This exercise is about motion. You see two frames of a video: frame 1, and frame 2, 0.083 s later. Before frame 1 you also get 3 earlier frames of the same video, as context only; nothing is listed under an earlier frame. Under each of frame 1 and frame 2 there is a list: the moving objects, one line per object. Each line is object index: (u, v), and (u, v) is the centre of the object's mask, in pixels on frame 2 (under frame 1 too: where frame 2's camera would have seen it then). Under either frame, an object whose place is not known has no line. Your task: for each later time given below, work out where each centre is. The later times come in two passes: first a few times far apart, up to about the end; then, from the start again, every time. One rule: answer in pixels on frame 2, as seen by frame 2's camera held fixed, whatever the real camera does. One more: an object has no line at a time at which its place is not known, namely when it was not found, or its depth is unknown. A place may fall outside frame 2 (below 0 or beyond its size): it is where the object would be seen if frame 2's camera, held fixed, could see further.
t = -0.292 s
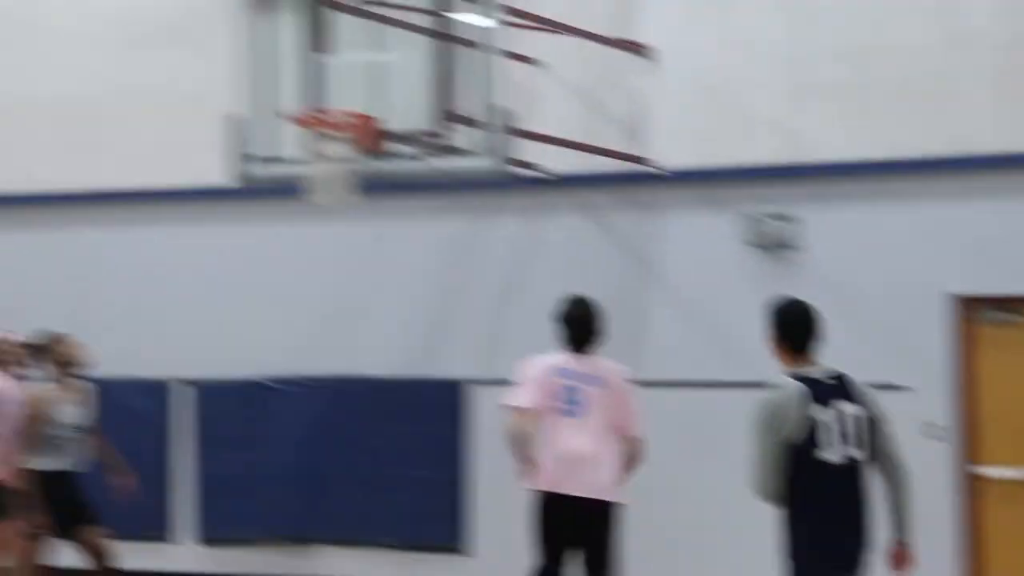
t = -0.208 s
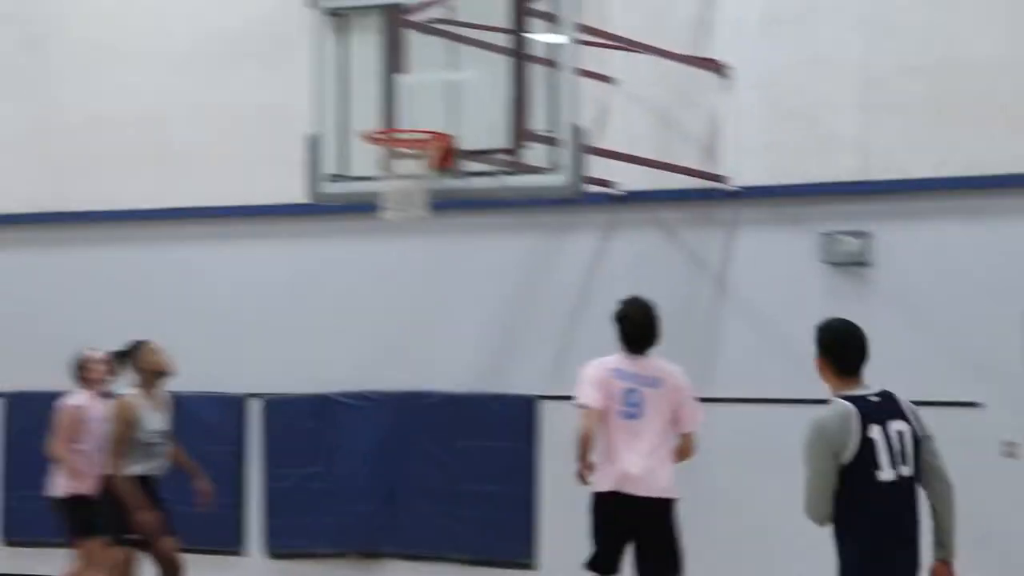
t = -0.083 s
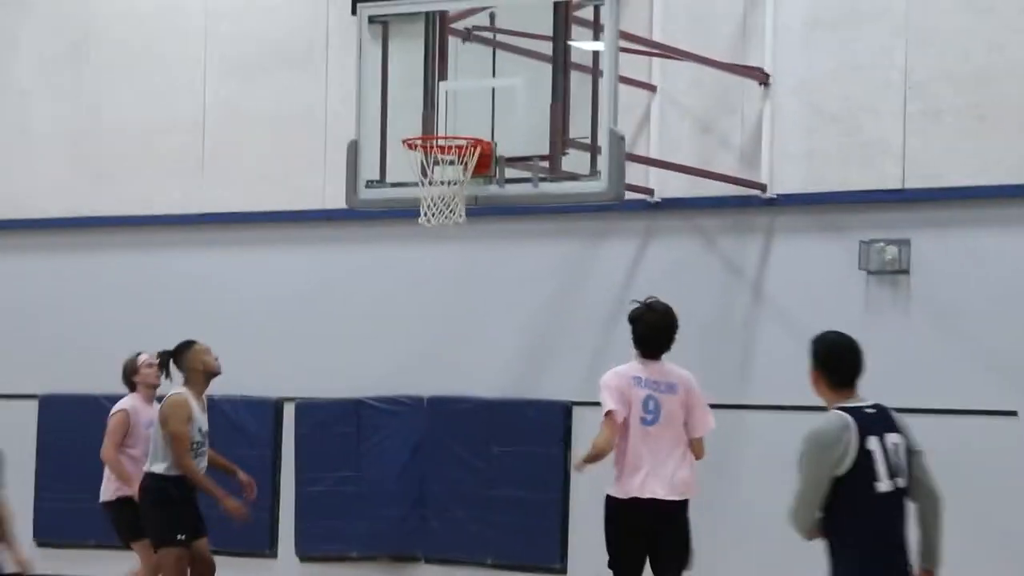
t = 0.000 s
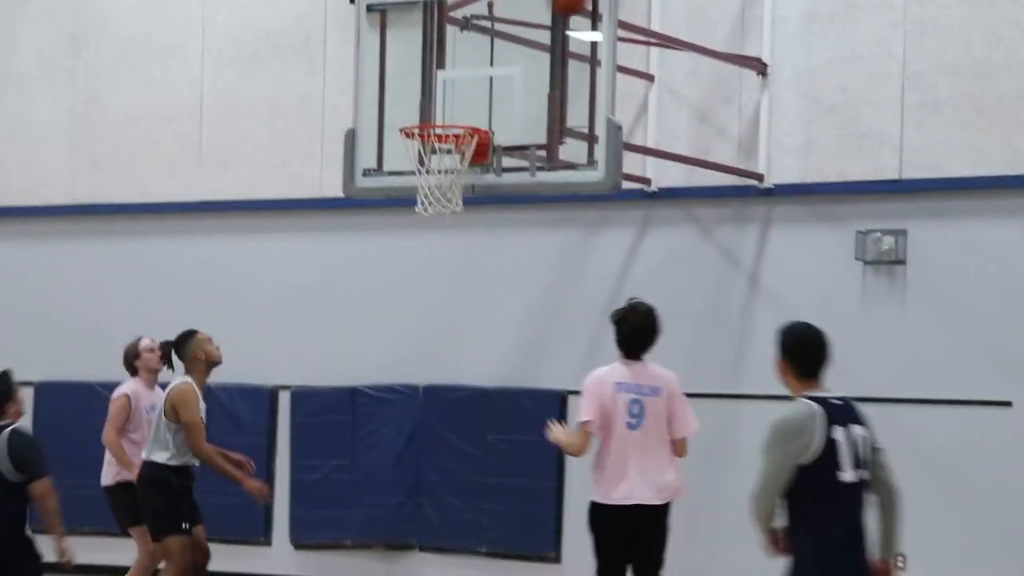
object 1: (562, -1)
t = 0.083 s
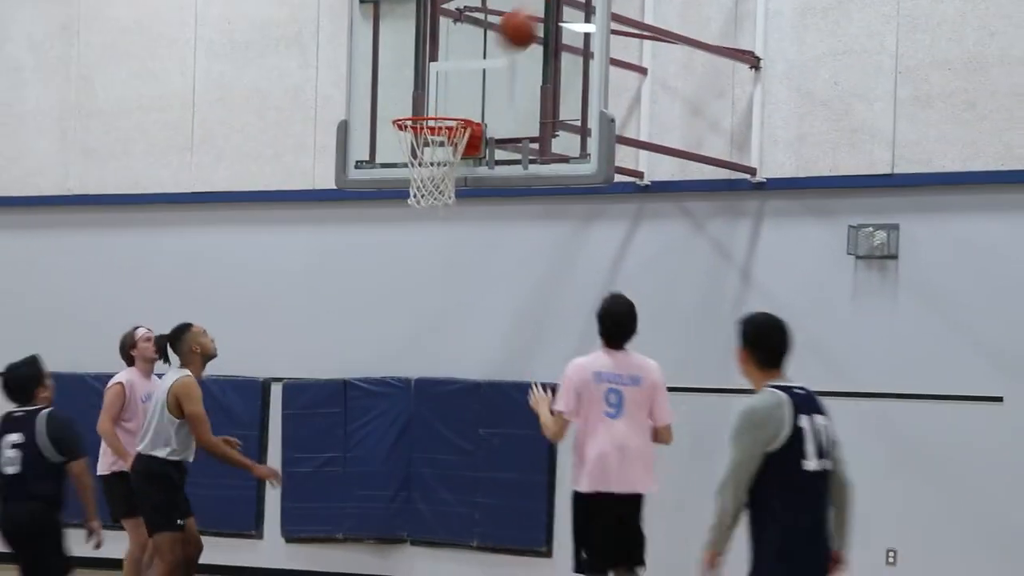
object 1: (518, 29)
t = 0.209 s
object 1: (451, 109)
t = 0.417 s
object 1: (393, 149)
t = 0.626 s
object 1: (421, 156)
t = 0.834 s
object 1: (452, 209)
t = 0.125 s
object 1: (496, 54)
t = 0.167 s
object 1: (473, 81)
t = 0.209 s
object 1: (451, 109)
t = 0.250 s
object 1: (426, 137)
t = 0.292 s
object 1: (409, 151)
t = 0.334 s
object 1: (398, 155)
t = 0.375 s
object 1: (393, 153)
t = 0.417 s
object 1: (393, 149)
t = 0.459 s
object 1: (397, 146)
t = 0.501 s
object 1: (402, 145)
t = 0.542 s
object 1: (408, 145)
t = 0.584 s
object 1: (414, 149)
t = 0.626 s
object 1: (421, 156)
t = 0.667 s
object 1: (430, 164)
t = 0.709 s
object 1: (433, 182)
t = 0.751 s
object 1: (441, 190)
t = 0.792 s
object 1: (448, 198)
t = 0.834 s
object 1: (452, 209)
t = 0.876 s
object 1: (456, 222)
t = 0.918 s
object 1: (461, 243)
